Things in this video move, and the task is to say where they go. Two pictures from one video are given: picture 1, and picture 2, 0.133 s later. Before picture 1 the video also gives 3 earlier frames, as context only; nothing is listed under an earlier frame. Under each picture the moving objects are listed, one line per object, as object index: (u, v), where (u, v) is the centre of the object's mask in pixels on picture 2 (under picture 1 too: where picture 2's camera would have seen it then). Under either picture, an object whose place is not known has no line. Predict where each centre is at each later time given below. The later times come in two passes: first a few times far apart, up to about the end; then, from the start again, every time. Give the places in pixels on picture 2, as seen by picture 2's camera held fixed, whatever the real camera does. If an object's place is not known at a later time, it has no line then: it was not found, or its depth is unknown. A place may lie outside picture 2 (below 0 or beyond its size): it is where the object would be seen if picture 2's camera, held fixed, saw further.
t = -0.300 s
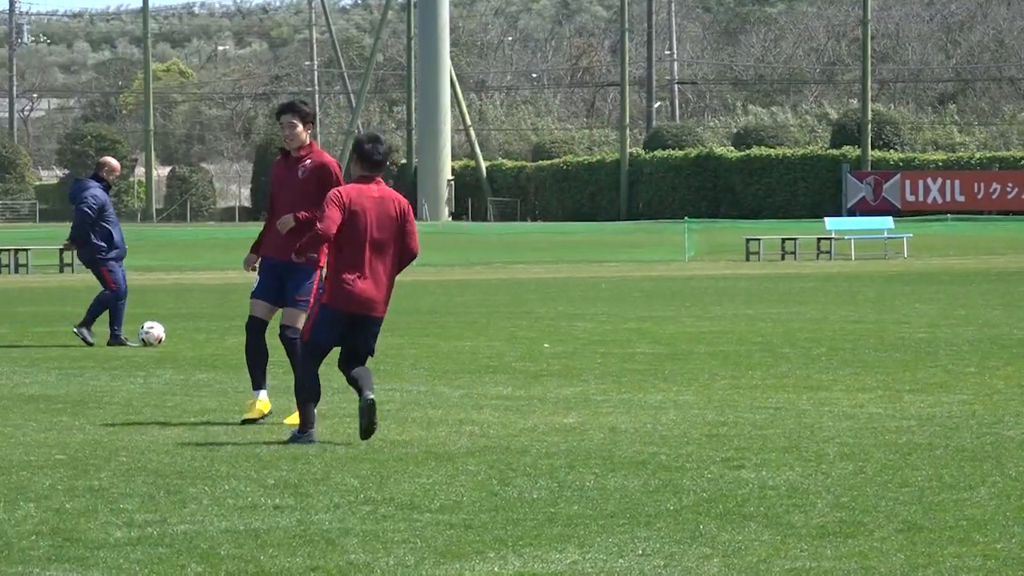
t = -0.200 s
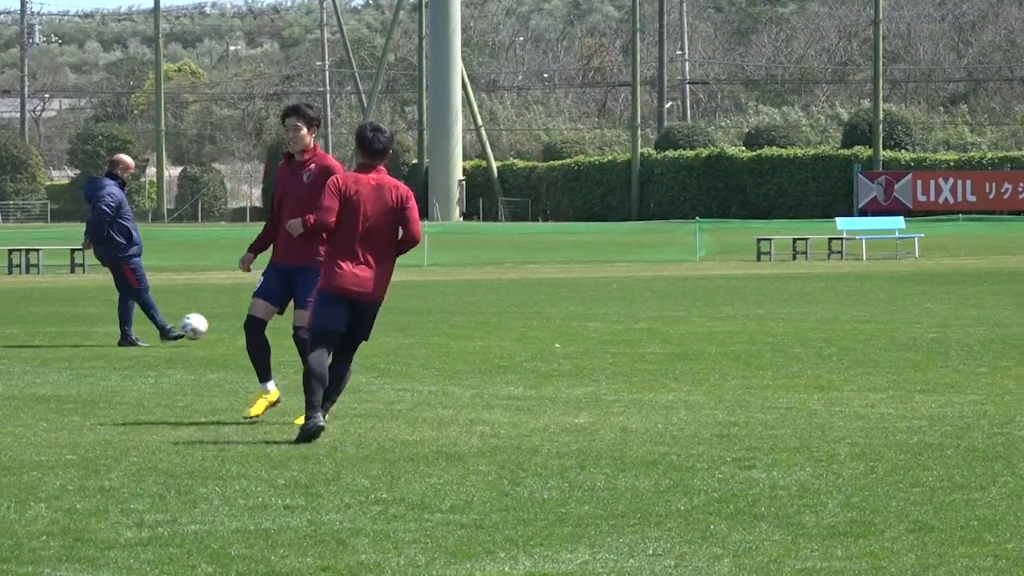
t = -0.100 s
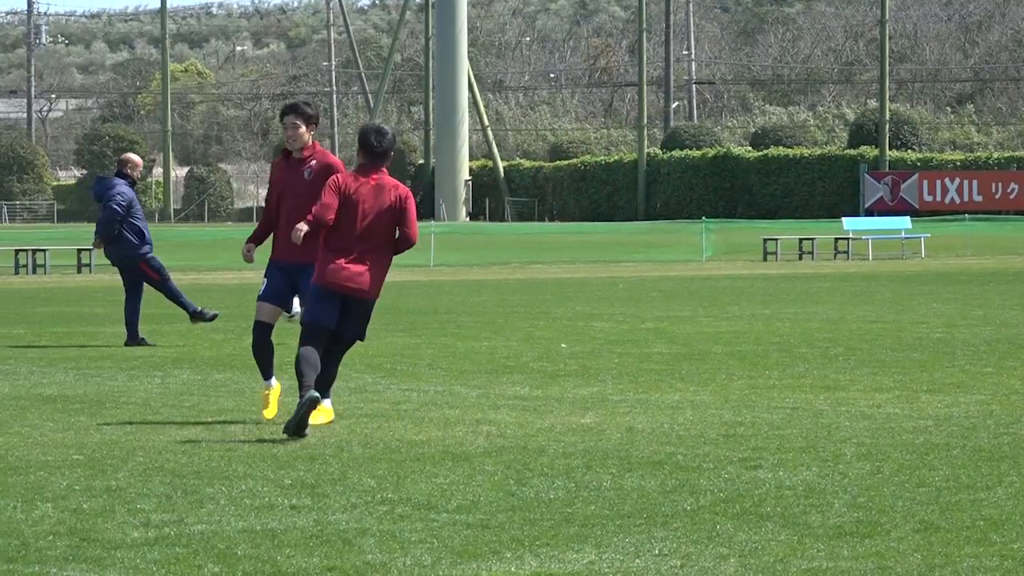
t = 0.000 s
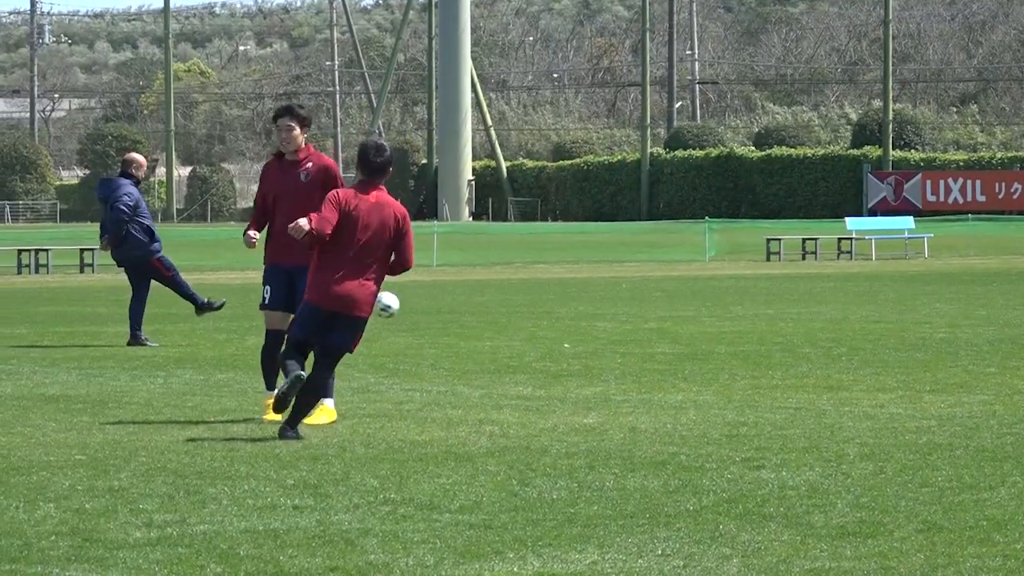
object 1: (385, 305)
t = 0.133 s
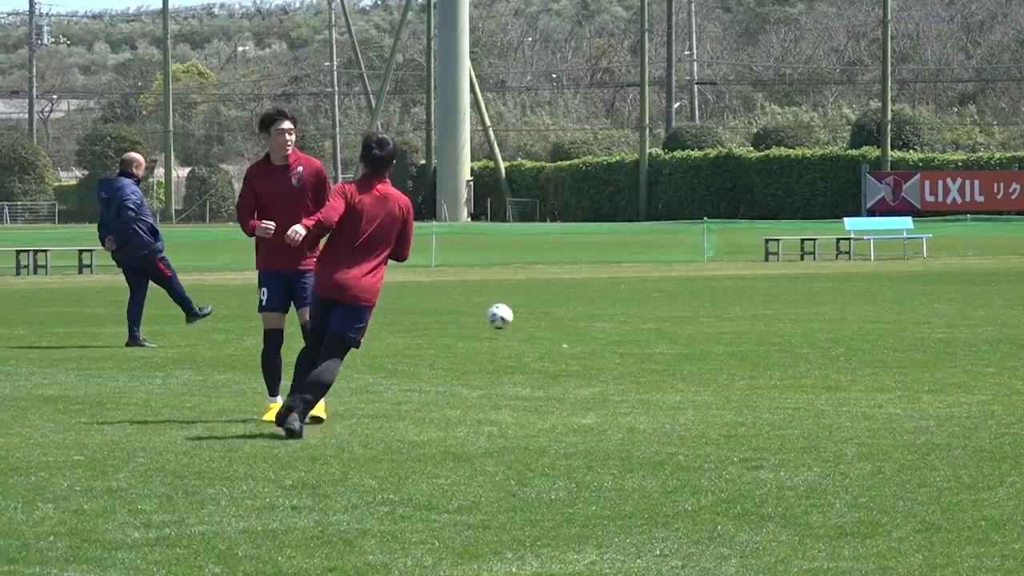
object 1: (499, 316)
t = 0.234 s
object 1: (577, 323)
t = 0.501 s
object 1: (743, 319)
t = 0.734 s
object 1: (853, 317)
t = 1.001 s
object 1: (964, 315)
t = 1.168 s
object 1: (1026, 311)
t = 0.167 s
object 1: (528, 321)
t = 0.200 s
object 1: (555, 326)
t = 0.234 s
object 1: (577, 323)
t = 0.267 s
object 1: (599, 320)
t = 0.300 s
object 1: (621, 318)
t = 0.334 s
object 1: (643, 317)
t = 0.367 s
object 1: (665, 318)
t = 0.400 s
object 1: (686, 320)
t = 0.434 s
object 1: (706, 321)
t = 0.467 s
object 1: (725, 320)
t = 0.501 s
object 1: (743, 319)
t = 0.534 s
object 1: (760, 319)
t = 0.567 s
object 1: (777, 319)
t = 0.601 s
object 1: (793, 318)
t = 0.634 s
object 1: (809, 318)
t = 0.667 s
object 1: (824, 318)
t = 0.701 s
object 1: (838, 317)
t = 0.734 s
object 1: (853, 317)
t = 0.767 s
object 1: (868, 317)
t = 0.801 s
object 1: (882, 316)
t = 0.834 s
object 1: (895, 316)
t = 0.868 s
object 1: (910, 316)
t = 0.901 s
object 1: (924, 316)
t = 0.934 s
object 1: (937, 316)
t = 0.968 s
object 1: (949, 315)
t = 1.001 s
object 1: (964, 315)
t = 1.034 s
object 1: (976, 315)
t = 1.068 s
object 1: (989, 314)
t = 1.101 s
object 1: (1001, 312)
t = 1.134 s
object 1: (1013, 311)
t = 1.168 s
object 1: (1026, 311)
